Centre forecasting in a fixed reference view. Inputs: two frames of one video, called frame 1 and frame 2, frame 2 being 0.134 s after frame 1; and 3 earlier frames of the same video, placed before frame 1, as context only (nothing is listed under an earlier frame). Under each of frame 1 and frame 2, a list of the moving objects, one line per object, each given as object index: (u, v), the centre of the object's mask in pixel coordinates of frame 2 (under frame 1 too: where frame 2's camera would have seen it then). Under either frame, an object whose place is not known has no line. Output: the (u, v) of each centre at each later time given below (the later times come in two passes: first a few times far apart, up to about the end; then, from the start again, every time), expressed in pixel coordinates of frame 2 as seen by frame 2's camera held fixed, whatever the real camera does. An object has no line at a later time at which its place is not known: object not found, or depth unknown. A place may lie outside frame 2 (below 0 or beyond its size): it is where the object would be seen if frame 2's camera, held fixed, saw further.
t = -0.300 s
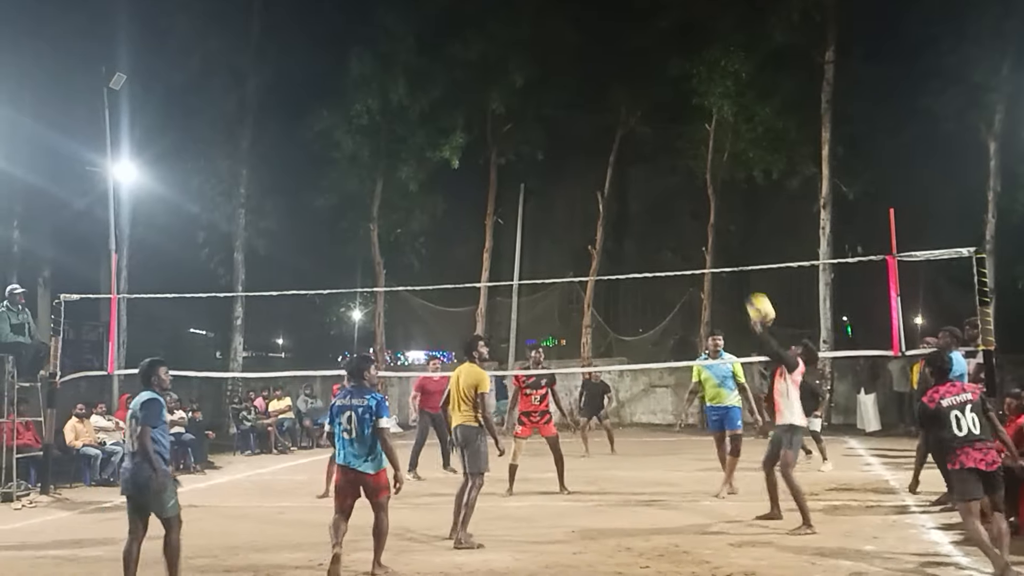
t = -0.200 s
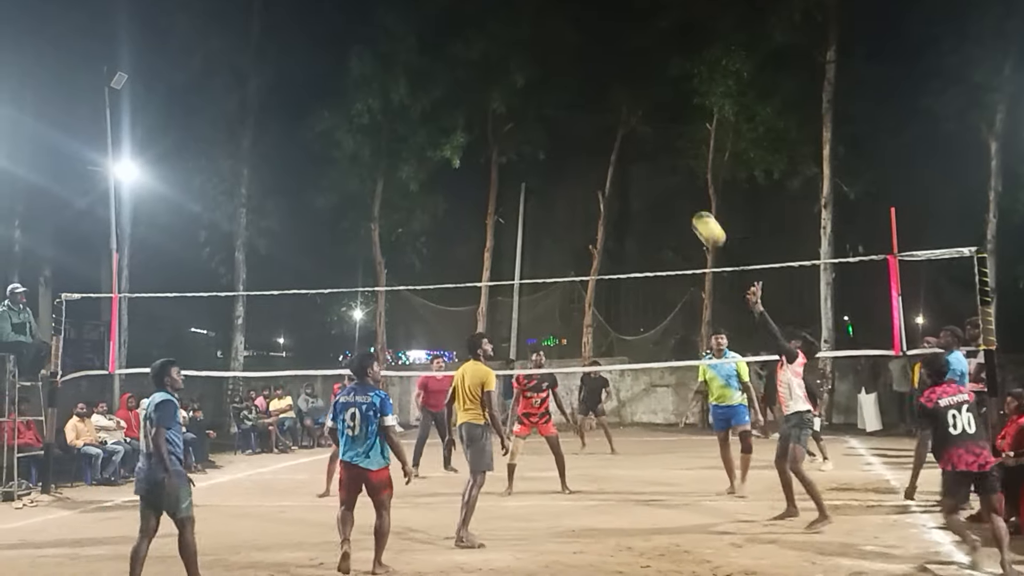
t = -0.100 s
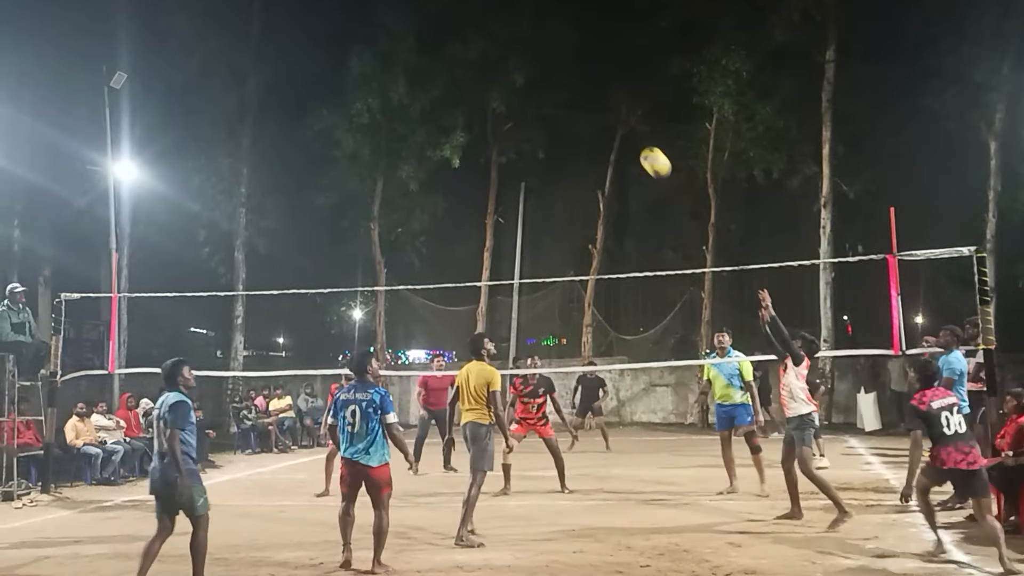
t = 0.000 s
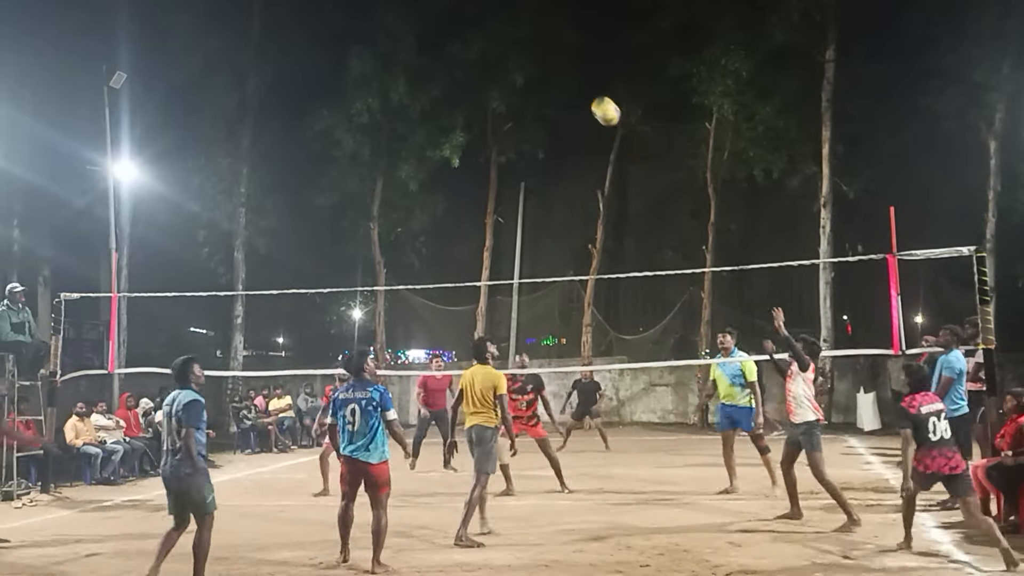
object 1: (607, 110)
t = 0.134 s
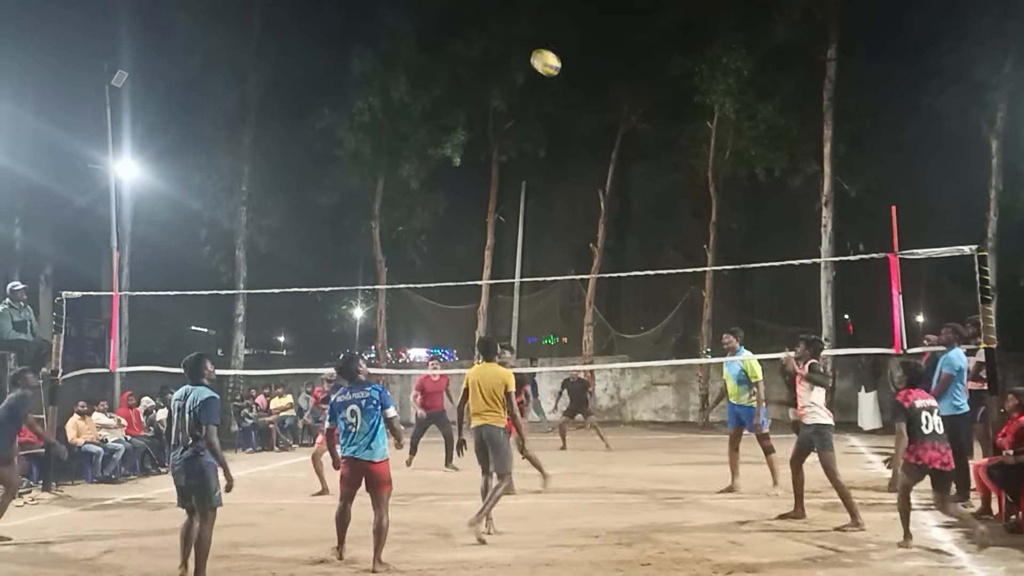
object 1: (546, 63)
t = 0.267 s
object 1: (489, 34)
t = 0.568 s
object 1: (376, 41)
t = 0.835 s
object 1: (289, 115)
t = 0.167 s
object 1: (531, 54)
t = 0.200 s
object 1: (517, 46)
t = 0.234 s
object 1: (503, 40)
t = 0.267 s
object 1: (489, 34)
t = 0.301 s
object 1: (476, 31)
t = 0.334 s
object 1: (463, 29)
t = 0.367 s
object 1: (450, 27)
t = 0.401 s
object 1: (438, 27)
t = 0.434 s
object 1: (425, 27)
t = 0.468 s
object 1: (412, 29)
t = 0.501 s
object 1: (401, 31)
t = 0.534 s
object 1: (388, 36)
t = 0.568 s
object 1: (376, 41)
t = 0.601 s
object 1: (365, 46)
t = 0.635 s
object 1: (354, 53)
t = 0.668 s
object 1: (342, 61)
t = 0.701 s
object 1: (331, 70)
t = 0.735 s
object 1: (321, 79)
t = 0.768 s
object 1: (310, 91)
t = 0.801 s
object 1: (299, 103)
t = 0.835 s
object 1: (289, 115)
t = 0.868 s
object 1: (279, 129)
